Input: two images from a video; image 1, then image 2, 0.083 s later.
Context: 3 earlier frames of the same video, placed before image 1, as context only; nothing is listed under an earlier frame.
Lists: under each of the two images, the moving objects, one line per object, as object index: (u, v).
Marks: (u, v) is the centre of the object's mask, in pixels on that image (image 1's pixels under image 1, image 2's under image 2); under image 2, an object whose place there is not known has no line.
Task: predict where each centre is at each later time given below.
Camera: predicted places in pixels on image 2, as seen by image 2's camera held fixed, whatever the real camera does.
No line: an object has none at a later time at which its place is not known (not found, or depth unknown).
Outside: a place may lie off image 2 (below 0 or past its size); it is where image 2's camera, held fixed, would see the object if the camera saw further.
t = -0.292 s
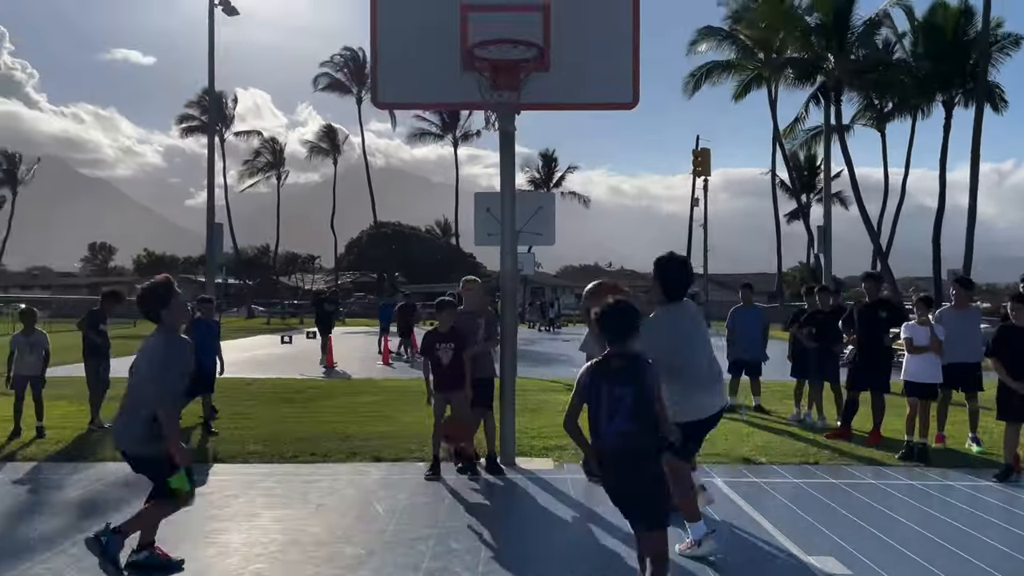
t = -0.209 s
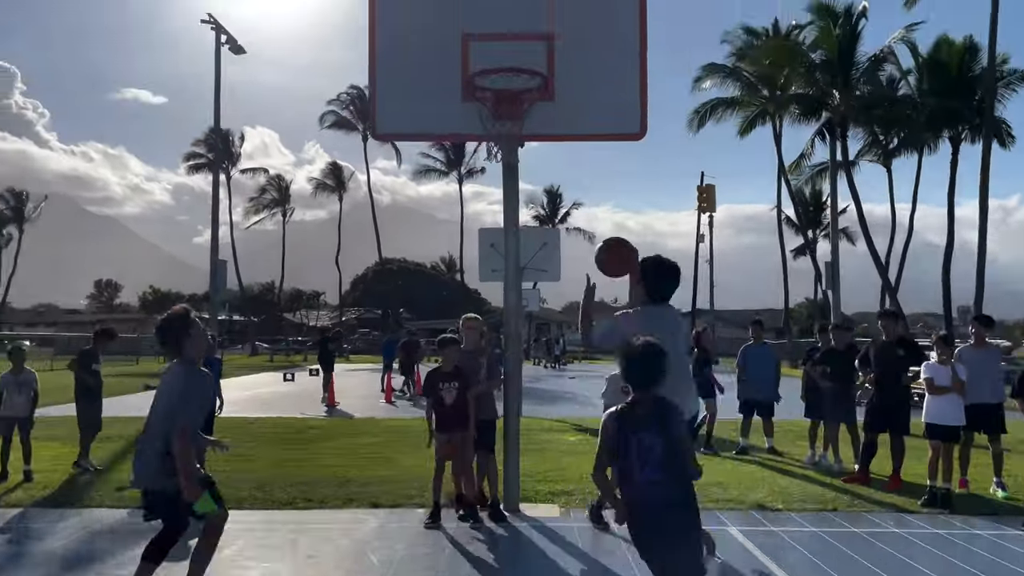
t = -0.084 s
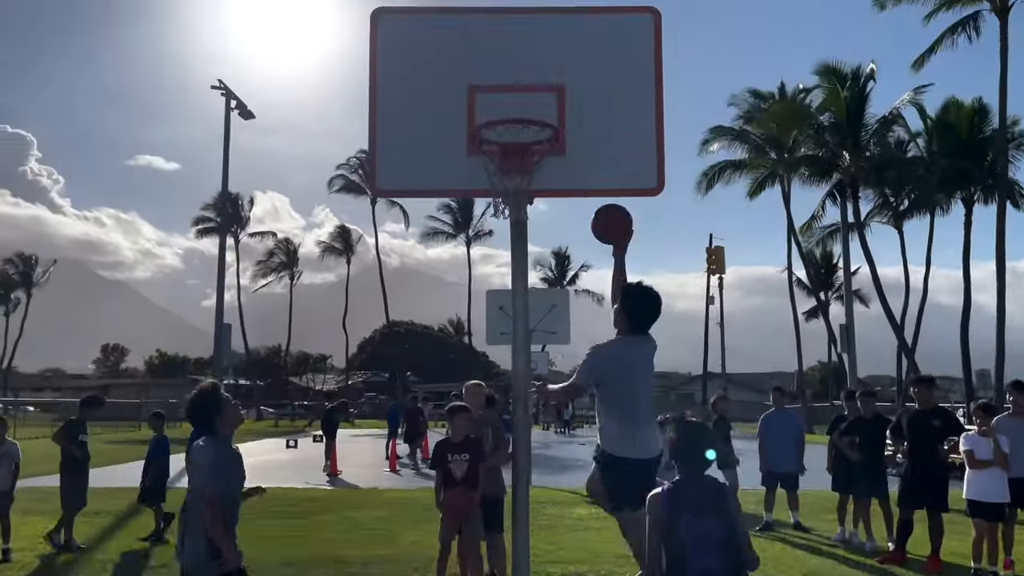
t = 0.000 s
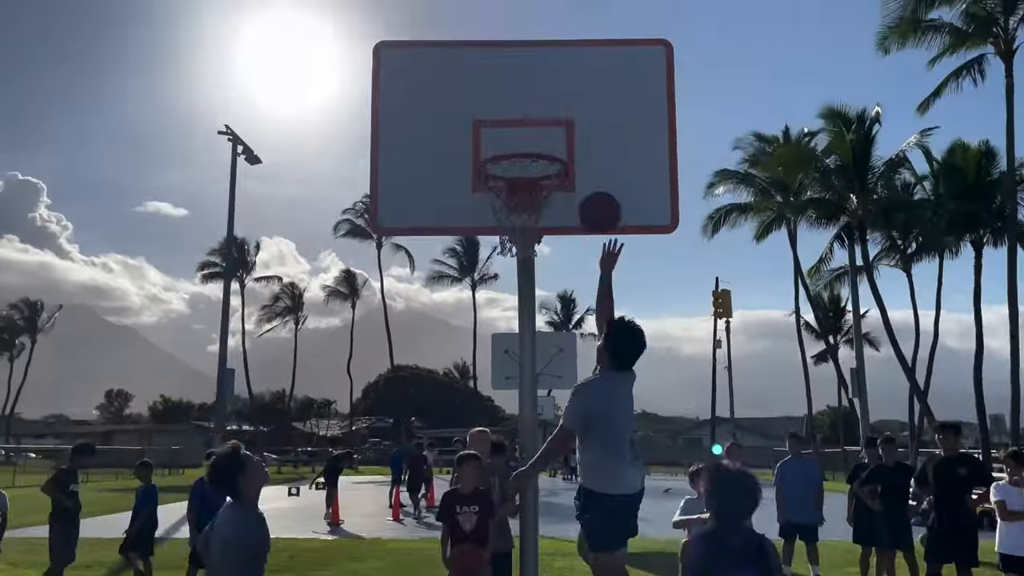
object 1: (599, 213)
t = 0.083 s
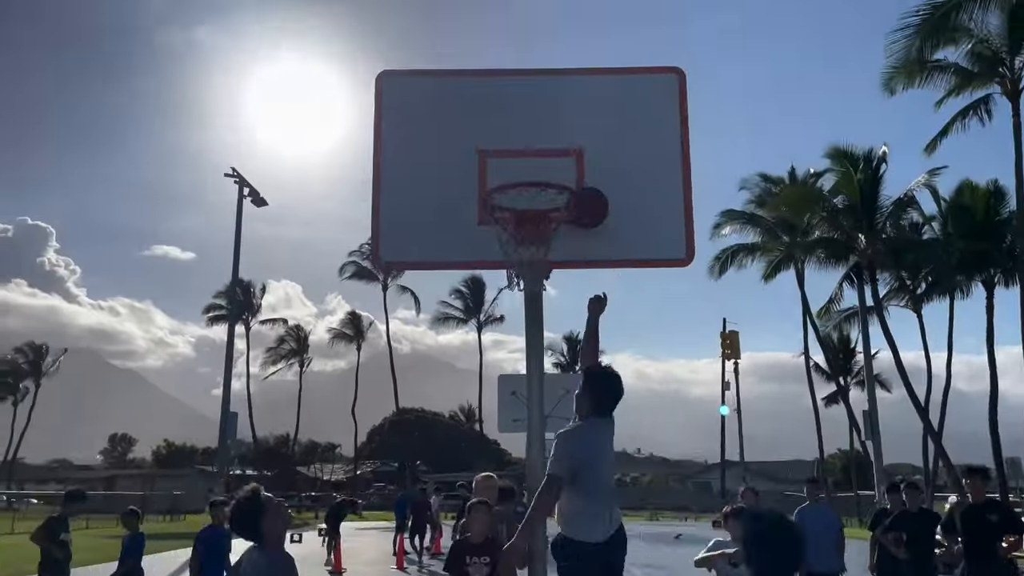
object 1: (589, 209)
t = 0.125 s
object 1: (578, 193)
